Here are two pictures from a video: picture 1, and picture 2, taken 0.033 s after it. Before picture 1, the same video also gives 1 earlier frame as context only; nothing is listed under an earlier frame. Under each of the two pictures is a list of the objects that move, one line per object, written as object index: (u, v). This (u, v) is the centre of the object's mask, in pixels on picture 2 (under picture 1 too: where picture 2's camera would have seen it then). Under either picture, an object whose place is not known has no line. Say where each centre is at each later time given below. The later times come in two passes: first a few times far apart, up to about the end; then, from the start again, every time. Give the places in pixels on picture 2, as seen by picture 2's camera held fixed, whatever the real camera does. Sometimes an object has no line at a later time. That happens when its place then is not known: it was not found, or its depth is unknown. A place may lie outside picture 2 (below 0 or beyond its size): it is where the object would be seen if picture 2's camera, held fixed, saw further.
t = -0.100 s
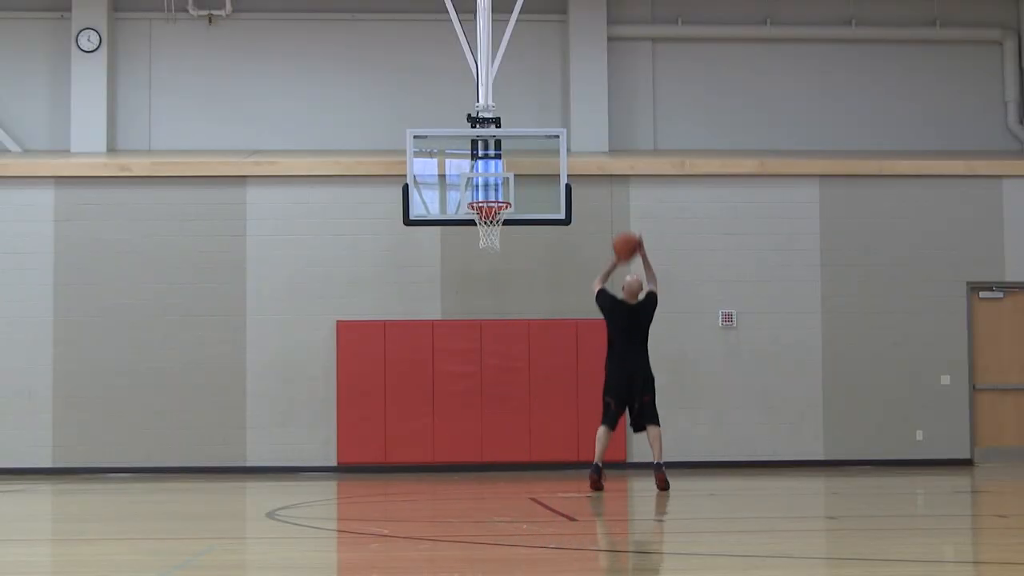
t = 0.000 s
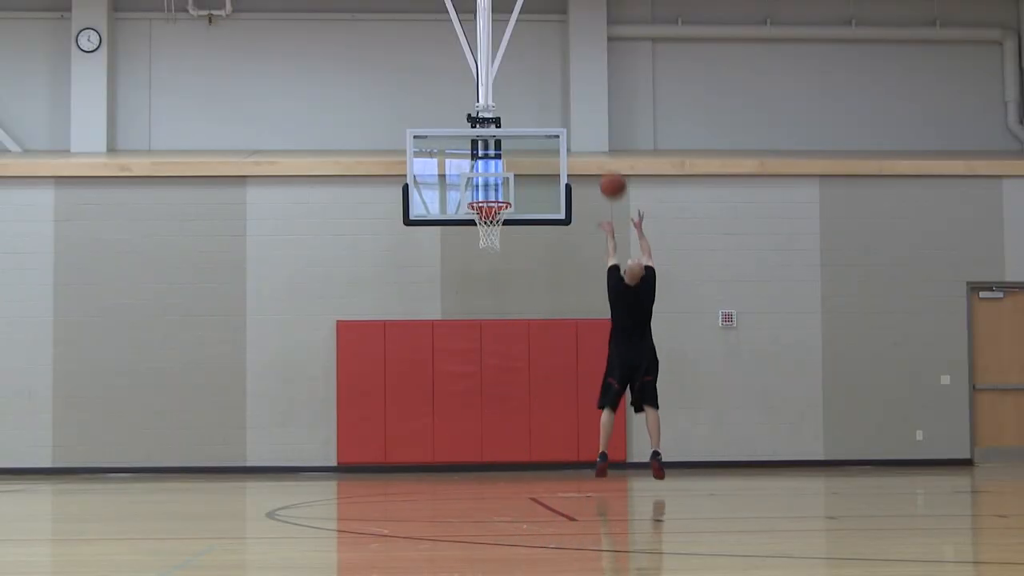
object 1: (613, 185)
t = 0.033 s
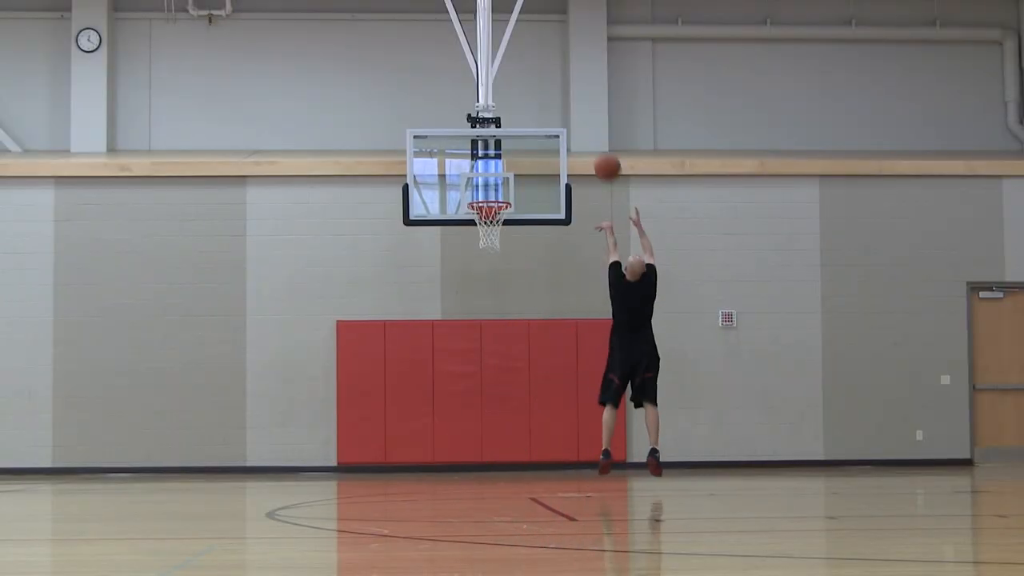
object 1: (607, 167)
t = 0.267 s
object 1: (574, 84)
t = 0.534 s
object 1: (541, 63)
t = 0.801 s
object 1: (513, 109)
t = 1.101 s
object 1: (491, 219)
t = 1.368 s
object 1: (478, 255)
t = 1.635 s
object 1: (471, 343)
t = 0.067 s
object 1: (602, 151)
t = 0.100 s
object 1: (597, 135)
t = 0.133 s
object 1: (592, 122)
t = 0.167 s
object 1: (587, 110)
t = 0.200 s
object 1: (583, 100)
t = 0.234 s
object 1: (578, 92)
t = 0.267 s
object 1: (574, 84)
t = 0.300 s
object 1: (569, 77)
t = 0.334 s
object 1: (565, 72)
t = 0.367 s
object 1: (561, 68)
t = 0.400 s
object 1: (557, 64)
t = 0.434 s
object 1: (553, 63)
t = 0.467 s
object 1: (549, 62)
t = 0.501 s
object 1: (545, 62)
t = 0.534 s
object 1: (541, 63)
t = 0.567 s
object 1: (537, 66)
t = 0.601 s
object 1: (534, 69)
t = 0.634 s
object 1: (530, 73)
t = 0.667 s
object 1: (526, 79)
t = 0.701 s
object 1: (523, 85)
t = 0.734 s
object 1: (520, 92)
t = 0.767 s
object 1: (516, 100)
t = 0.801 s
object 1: (513, 109)
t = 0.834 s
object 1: (510, 118)
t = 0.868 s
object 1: (507, 129)
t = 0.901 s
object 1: (504, 141)
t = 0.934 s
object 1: (501, 152)
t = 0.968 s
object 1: (498, 165)
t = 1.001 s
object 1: (494, 180)
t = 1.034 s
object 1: (491, 193)
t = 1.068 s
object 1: (488, 212)
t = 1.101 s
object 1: (491, 219)
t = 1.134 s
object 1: (485, 232)
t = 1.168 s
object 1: (483, 229)
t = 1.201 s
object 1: (482, 231)
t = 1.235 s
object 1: (481, 234)
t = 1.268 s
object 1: (480, 238)
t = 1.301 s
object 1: (479, 243)
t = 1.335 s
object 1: (479, 248)
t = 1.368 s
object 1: (478, 255)
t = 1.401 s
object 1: (477, 263)
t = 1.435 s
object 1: (476, 271)
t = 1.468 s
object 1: (475, 281)
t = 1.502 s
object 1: (475, 292)
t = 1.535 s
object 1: (474, 303)
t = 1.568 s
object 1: (473, 315)
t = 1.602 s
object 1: (472, 329)
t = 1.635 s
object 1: (471, 343)
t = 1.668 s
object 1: (471, 357)
